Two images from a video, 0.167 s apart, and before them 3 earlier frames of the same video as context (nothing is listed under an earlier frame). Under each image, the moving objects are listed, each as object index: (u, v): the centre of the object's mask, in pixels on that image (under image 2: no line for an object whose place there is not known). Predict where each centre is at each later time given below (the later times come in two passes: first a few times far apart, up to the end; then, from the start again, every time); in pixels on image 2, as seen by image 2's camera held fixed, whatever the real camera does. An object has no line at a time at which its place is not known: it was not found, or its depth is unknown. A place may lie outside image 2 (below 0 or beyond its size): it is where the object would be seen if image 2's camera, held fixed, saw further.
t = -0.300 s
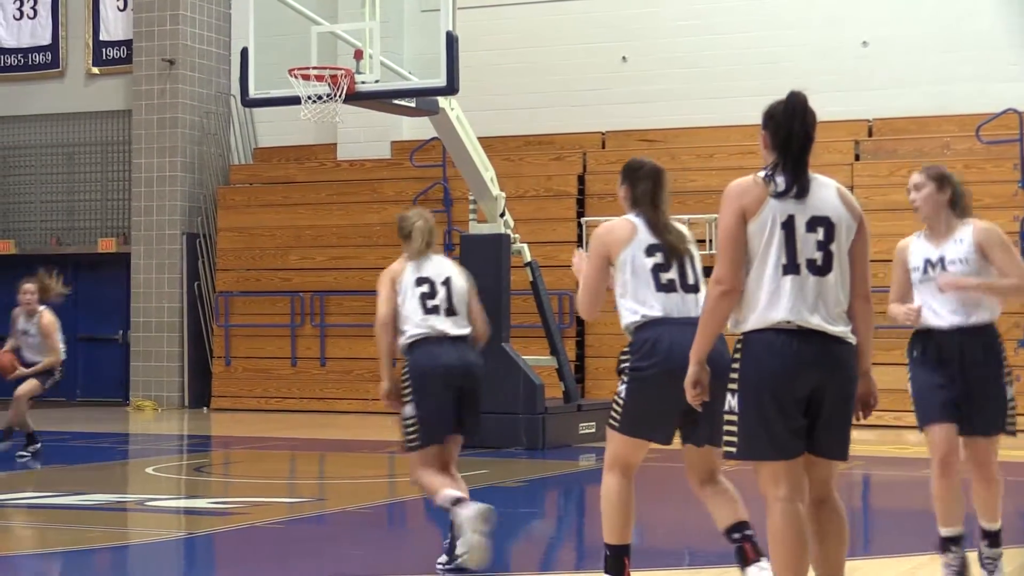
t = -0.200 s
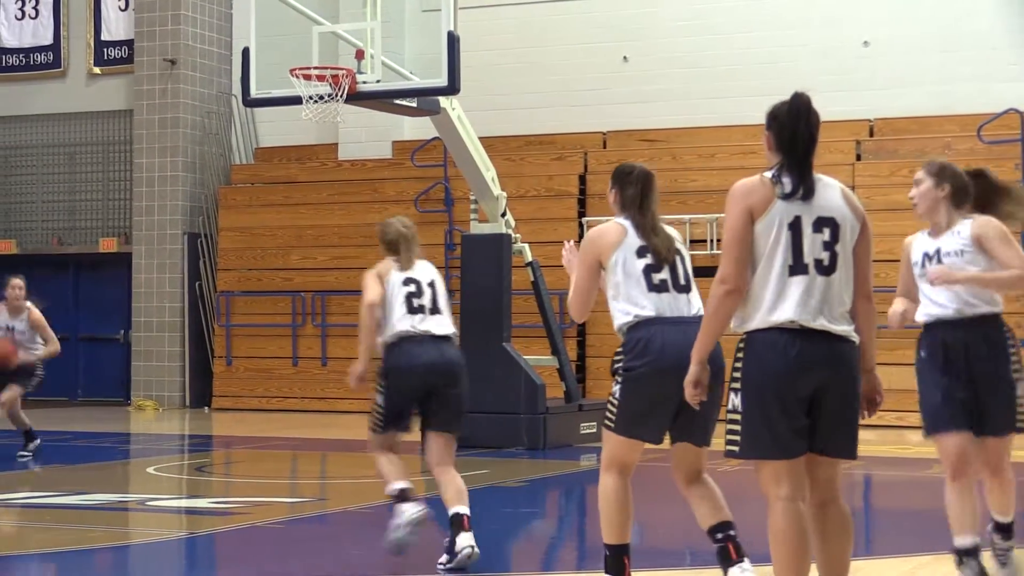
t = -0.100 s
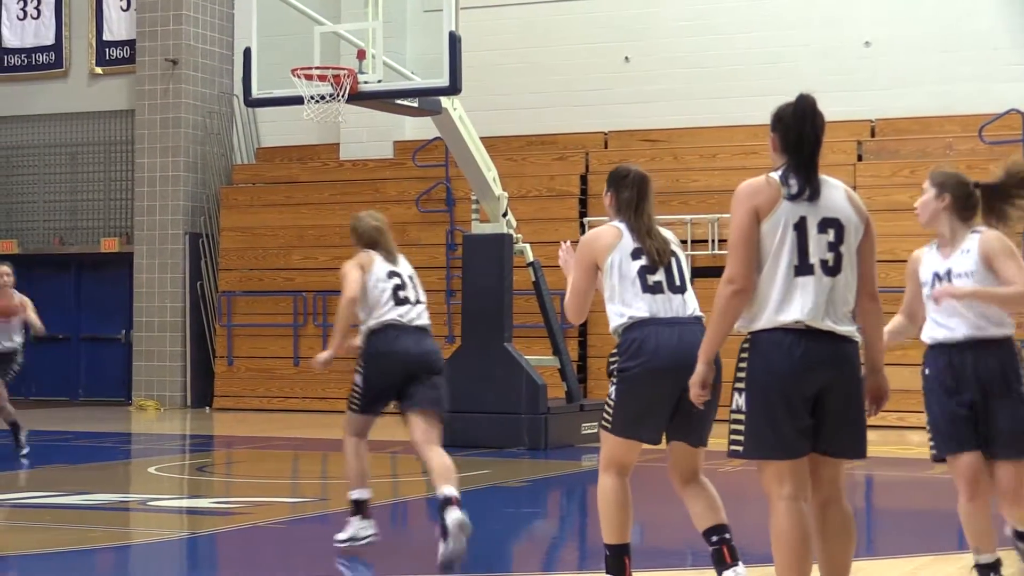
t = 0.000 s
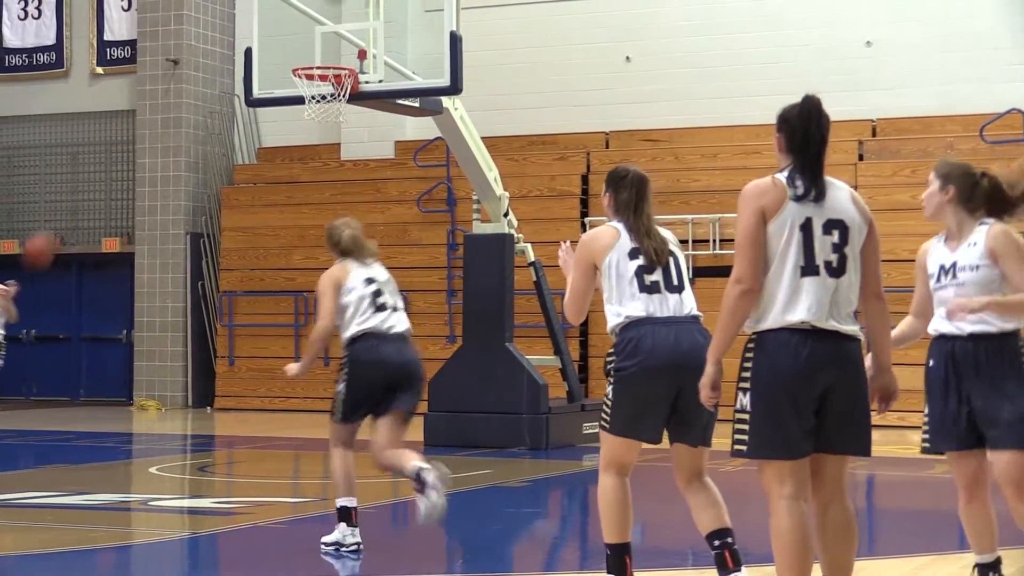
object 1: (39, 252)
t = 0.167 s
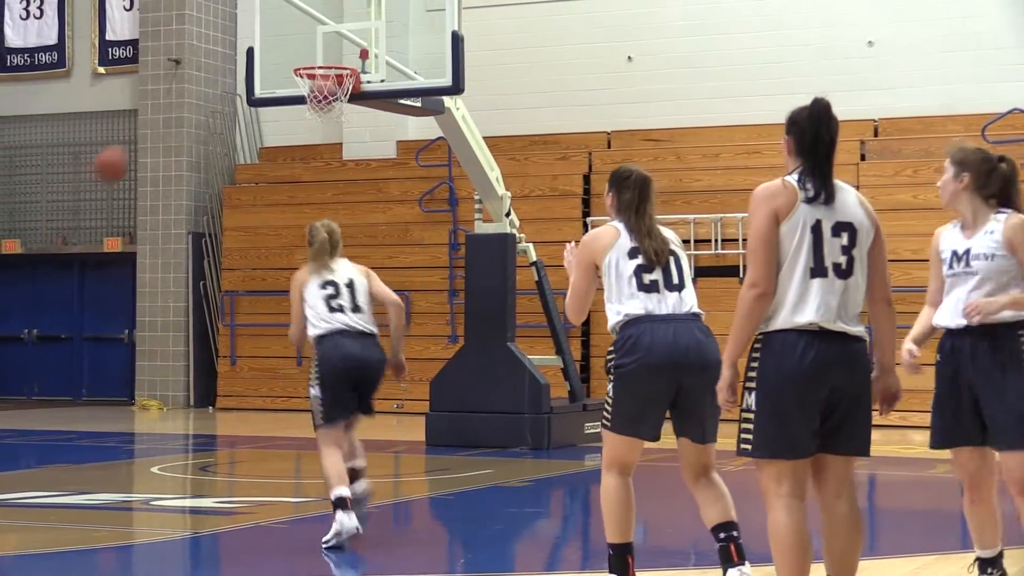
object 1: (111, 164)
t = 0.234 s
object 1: (142, 137)
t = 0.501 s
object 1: (295, 72)
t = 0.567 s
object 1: (346, 74)
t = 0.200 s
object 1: (126, 150)
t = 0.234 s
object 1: (142, 137)
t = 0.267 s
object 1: (158, 124)
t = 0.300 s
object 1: (176, 114)
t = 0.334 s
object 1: (194, 103)
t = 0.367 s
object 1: (214, 94)
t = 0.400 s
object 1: (232, 87)
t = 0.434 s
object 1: (254, 81)
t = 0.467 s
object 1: (275, 76)
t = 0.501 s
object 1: (295, 72)
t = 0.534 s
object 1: (319, 71)
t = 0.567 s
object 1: (346, 74)
